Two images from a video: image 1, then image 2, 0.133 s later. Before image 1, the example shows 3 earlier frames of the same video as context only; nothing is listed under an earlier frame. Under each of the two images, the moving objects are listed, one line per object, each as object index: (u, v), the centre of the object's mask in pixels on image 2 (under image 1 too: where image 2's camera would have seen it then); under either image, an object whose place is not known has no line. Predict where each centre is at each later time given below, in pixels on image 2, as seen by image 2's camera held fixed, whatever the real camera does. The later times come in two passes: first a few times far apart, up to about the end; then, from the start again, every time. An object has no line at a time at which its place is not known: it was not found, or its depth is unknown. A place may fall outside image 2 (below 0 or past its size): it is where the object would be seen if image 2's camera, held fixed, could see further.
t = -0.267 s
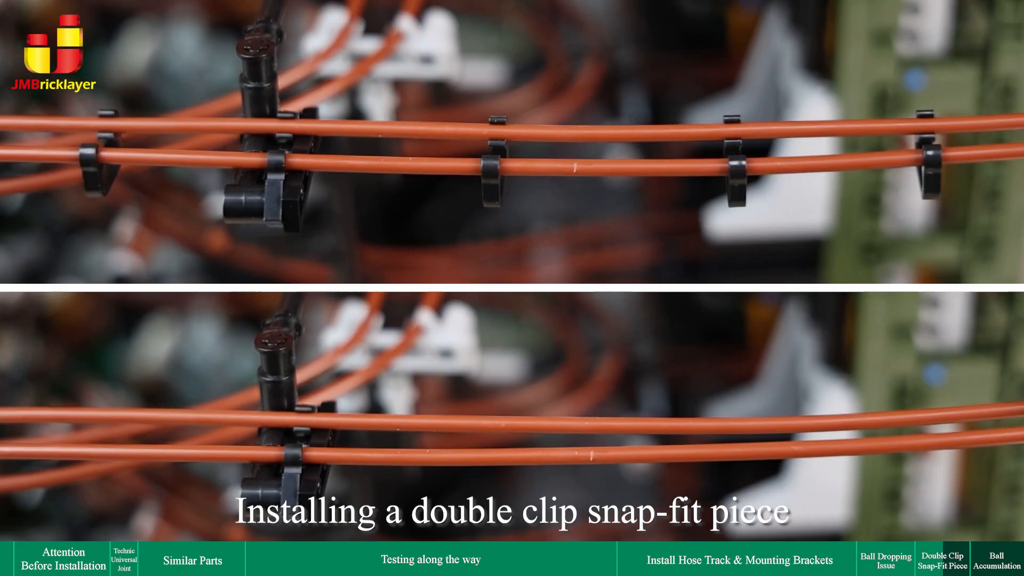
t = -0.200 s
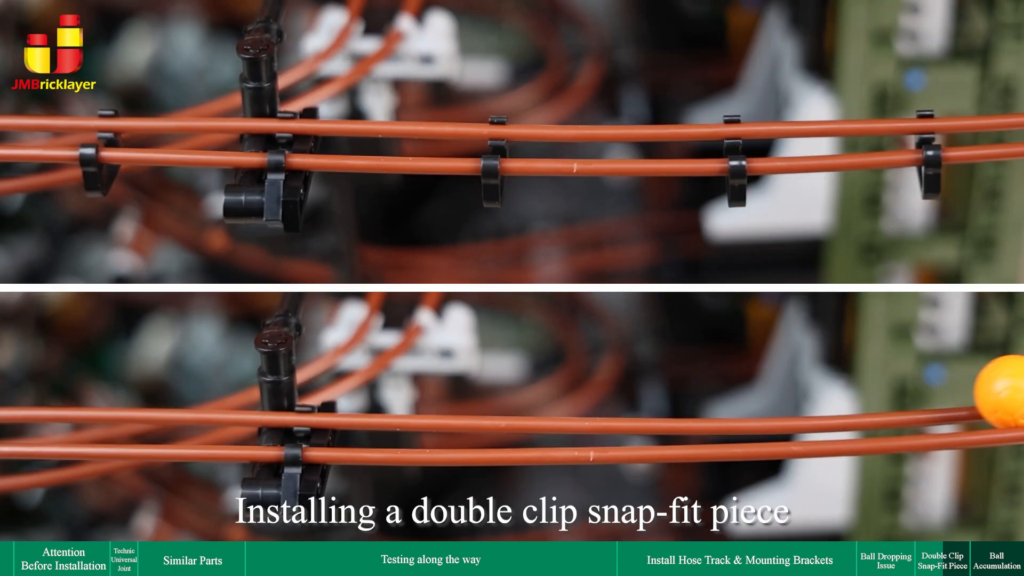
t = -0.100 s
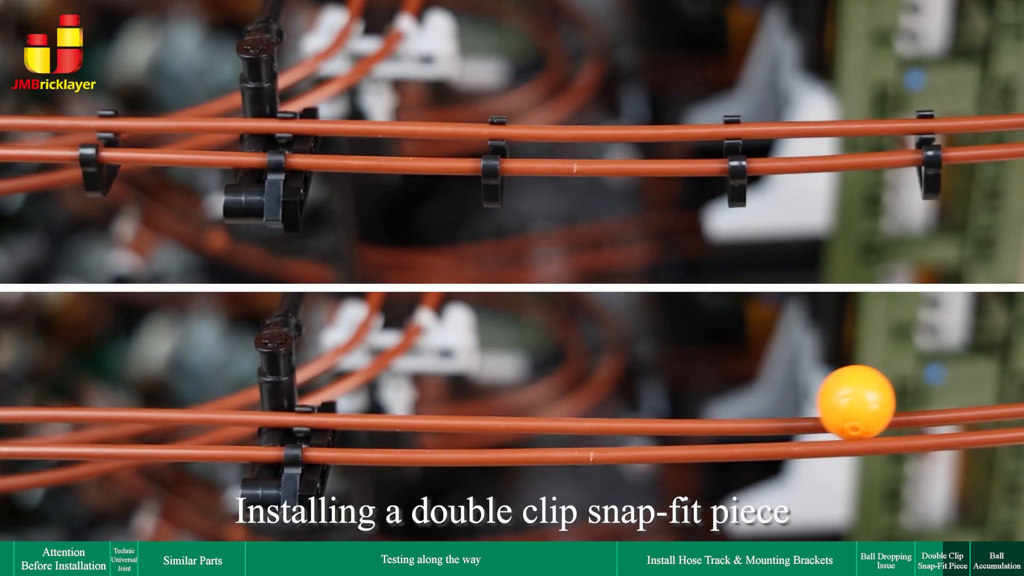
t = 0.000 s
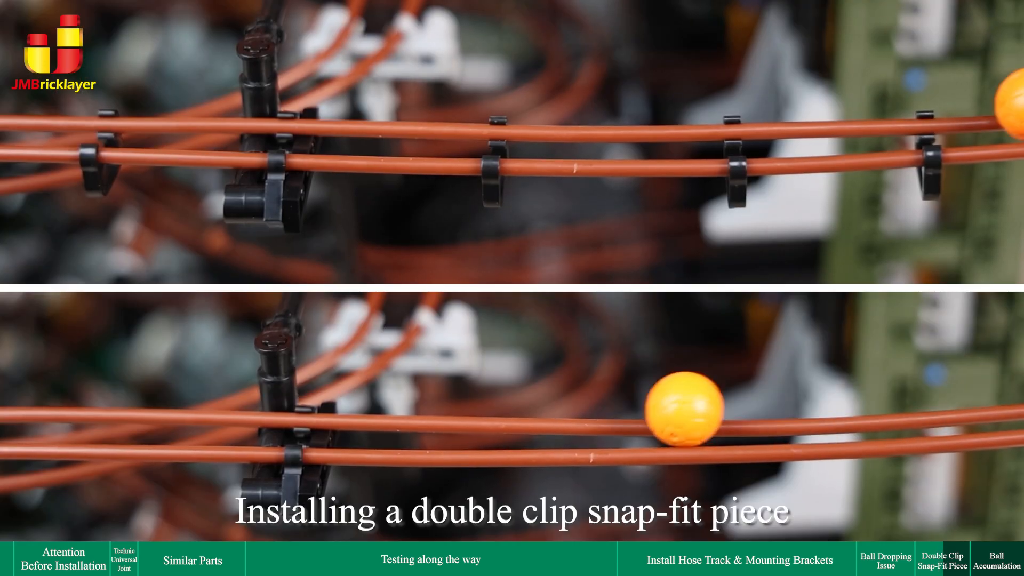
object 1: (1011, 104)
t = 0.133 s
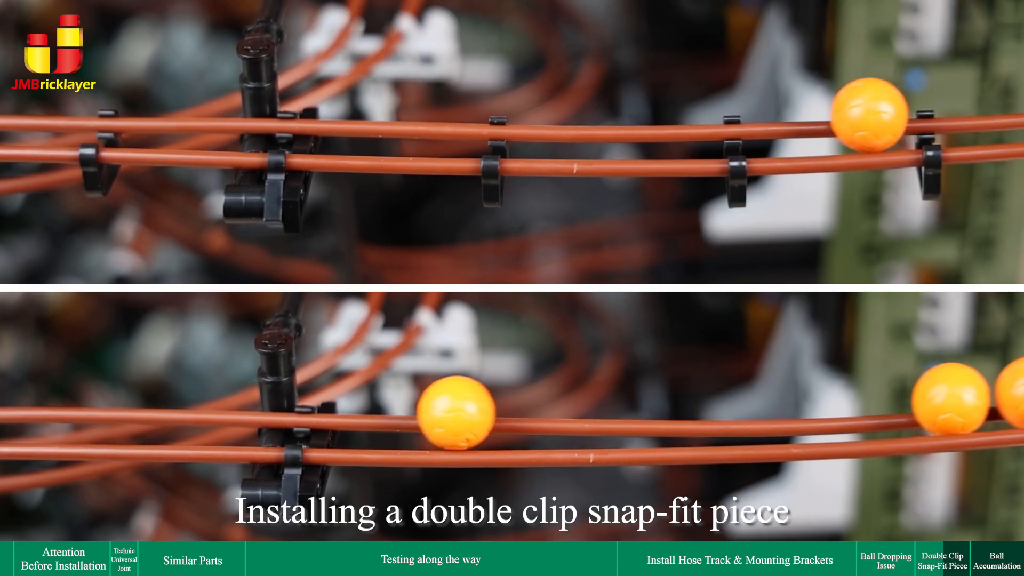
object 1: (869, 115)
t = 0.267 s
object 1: (690, 121)
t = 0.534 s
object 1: (366, 119)
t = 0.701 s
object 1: (211, 115)
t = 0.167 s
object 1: (825, 118)
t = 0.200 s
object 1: (779, 119)
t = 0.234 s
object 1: (735, 121)
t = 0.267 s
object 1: (690, 121)
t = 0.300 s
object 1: (646, 122)
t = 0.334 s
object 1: (602, 122)
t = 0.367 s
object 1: (559, 122)
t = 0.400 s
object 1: (518, 121)
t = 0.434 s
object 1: (479, 121)
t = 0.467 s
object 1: (440, 120)
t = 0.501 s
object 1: (402, 120)
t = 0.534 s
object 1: (366, 119)
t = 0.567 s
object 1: (331, 118)
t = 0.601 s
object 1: (298, 117)
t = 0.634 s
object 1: (267, 116)
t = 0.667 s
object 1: (238, 116)
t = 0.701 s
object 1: (211, 115)
